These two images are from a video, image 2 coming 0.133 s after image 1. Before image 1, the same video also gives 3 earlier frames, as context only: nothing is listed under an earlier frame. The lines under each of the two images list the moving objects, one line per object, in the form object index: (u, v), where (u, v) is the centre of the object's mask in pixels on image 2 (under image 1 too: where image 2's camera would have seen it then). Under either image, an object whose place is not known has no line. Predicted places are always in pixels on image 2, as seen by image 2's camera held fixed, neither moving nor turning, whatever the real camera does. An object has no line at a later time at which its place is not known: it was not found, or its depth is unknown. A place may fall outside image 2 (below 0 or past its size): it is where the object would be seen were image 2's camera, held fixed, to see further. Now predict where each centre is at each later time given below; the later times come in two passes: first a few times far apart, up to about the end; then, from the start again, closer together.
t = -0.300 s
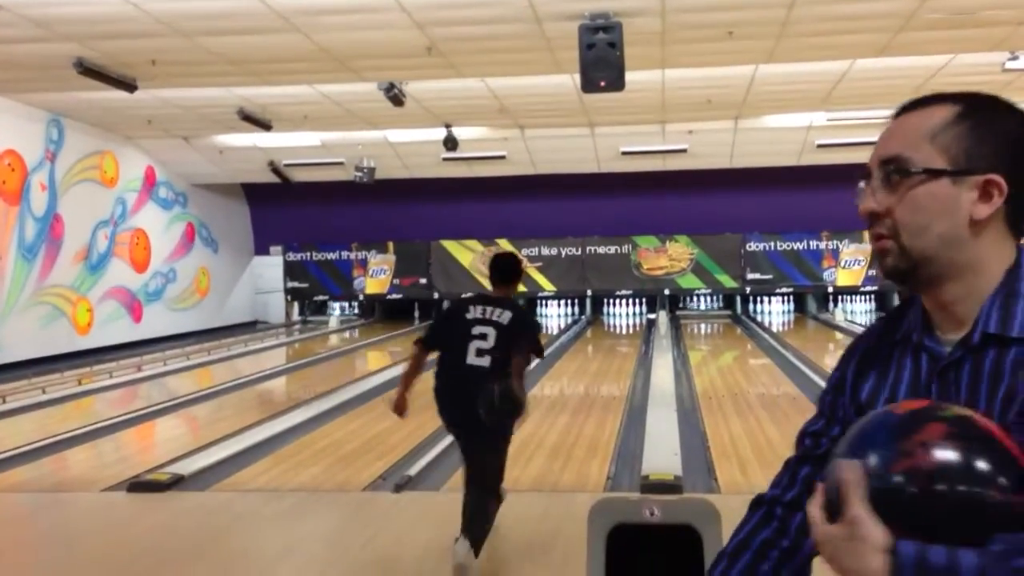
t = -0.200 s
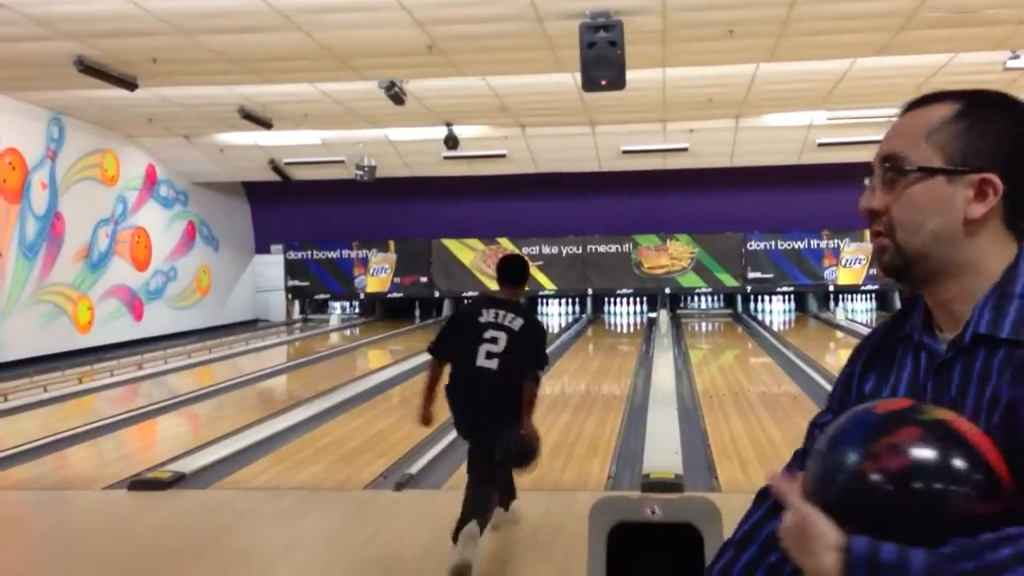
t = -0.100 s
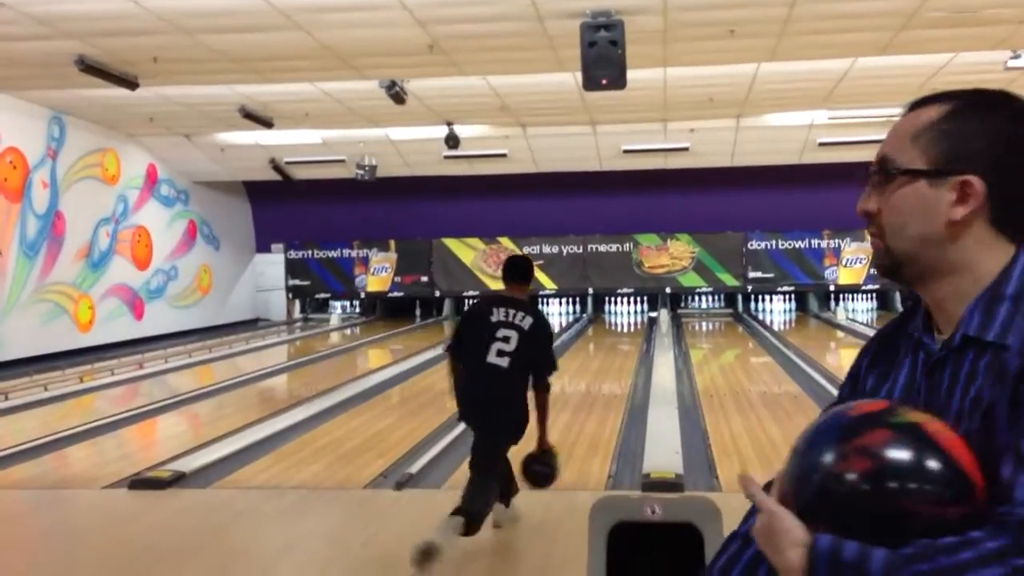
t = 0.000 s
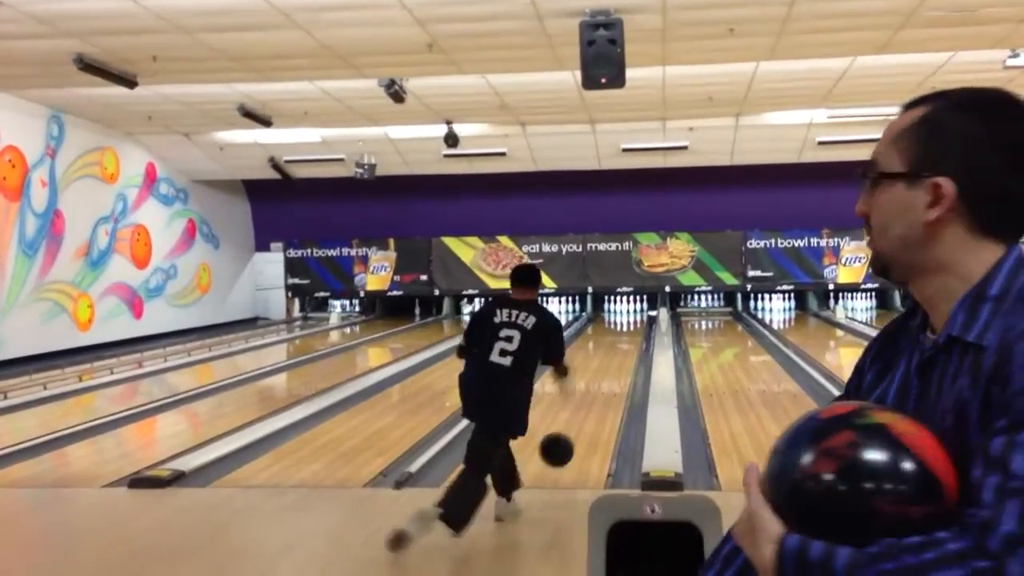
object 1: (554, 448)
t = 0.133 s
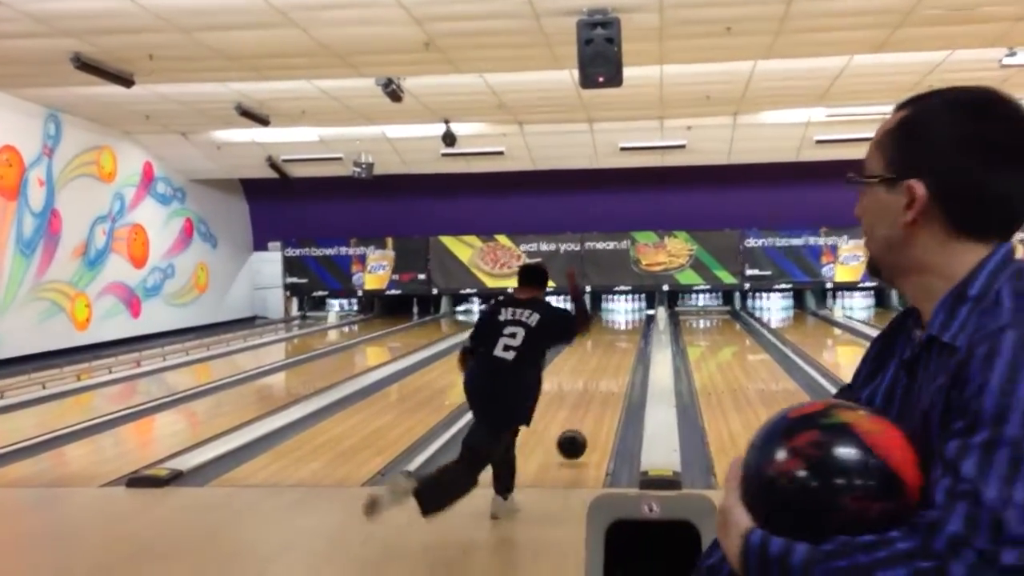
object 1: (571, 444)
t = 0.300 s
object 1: (587, 419)
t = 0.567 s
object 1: (602, 387)
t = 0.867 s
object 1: (614, 363)
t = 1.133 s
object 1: (621, 348)
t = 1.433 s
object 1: (626, 336)
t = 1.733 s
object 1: (630, 326)
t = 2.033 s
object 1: (629, 320)
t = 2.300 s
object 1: (629, 314)
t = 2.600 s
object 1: (627, 309)
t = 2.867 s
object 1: (627, 307)
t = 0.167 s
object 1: (575, 442)
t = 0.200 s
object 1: (578, 435)
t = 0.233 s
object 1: (581, 429)
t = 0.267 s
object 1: (584, 424)
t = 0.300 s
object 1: (587, 419)
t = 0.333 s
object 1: (589, 414)
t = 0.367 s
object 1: (591, 409)
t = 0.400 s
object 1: (593, 405)
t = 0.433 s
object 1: (595, 401)
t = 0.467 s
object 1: (597, 401)
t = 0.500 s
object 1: (601, 393)
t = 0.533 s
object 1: (601, 390)
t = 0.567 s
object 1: (602, 387)
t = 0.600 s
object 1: (604, 384)
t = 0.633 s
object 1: (606, 381)
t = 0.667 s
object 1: (607, 378)
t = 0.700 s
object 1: (608, 375)
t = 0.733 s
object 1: (609, 373)
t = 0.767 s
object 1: (611, 370)
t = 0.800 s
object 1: (612, 368)
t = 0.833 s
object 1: (613, 365)
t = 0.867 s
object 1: (614, 363)
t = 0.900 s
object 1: (615, 361)
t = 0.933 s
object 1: (616, 359)
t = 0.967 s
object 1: (618, 357)
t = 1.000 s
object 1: (622, 355)
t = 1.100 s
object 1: (619, 351)
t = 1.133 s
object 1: (621, 348)
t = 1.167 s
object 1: (621, 346)
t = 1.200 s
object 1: (622, 345)
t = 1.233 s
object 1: (623, 344)
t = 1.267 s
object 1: (624, 342)
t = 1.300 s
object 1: (624, 341)
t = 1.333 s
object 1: (625, 339)
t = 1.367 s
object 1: (626, 338)
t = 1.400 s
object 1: (626, 337)
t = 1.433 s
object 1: (626, 336)
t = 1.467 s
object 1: (626, 335)
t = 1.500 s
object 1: (627, 333)
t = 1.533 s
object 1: (628, 333)
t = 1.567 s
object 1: (629, 330)
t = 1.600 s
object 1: (629, 329)
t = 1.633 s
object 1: (630, 328)
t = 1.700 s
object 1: (631, 326)
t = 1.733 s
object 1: (630, 326)
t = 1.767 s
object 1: (631, 325)
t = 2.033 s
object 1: (629, 320)
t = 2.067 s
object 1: (629, 319)
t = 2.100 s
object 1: (629, 318)
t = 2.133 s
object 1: (629, 318)
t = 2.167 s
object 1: (629, 317)
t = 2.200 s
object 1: (629, 317)
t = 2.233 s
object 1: (629, 315)
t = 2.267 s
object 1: (629, 314)
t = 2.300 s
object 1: (629, 314)
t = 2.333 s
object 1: (628, 313)
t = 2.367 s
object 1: (629, 313)
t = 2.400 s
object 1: (628, 312)
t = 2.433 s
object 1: (628, 312)
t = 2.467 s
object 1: (628, 311)
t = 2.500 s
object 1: (628, 311)
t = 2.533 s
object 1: (628, 310)
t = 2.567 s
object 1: (627, 309)
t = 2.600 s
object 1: (627, 309)
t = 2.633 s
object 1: (626, 308)
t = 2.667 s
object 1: (626, 308)
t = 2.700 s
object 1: (625, 308)
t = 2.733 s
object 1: (627, 307)
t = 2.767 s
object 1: (627, 307)
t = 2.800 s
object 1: (628, 307)
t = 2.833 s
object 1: (628, 307)
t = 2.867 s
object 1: (627, 307)
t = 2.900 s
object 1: (627, 306)
